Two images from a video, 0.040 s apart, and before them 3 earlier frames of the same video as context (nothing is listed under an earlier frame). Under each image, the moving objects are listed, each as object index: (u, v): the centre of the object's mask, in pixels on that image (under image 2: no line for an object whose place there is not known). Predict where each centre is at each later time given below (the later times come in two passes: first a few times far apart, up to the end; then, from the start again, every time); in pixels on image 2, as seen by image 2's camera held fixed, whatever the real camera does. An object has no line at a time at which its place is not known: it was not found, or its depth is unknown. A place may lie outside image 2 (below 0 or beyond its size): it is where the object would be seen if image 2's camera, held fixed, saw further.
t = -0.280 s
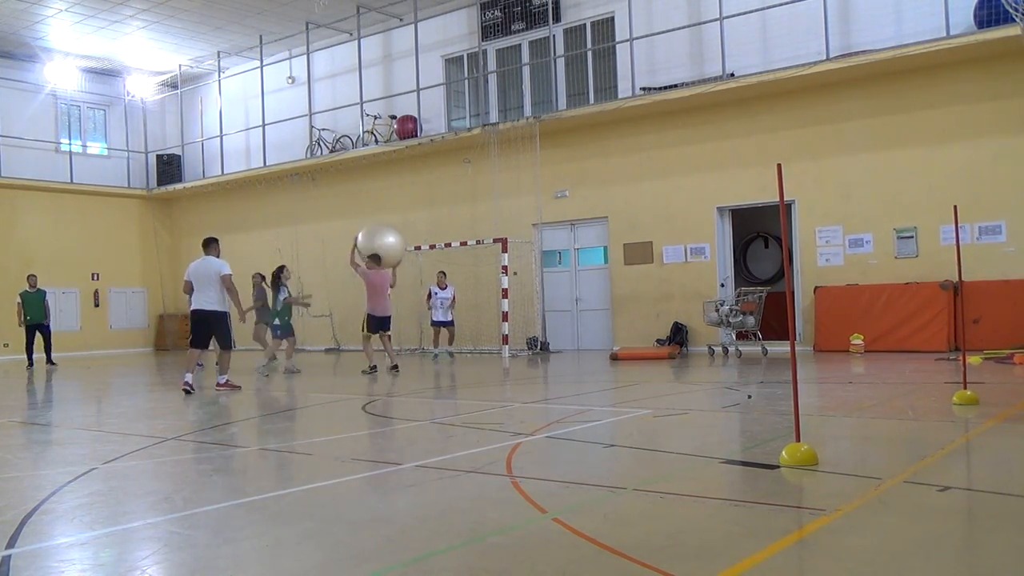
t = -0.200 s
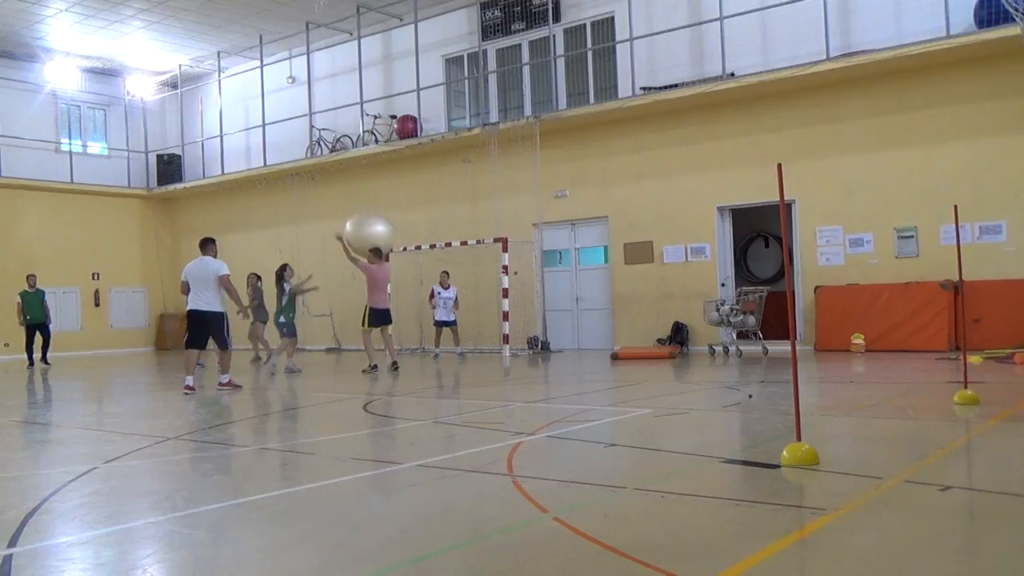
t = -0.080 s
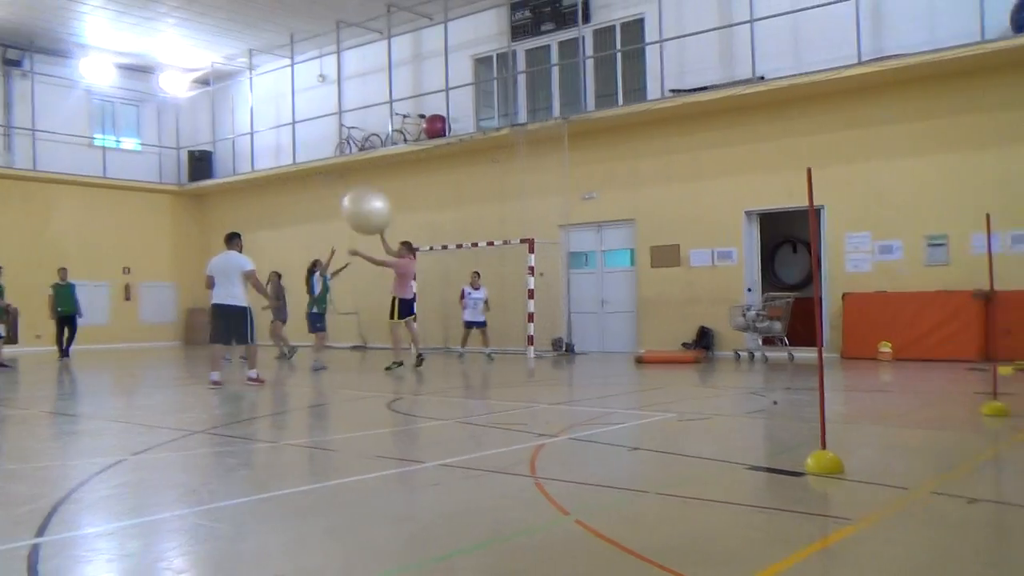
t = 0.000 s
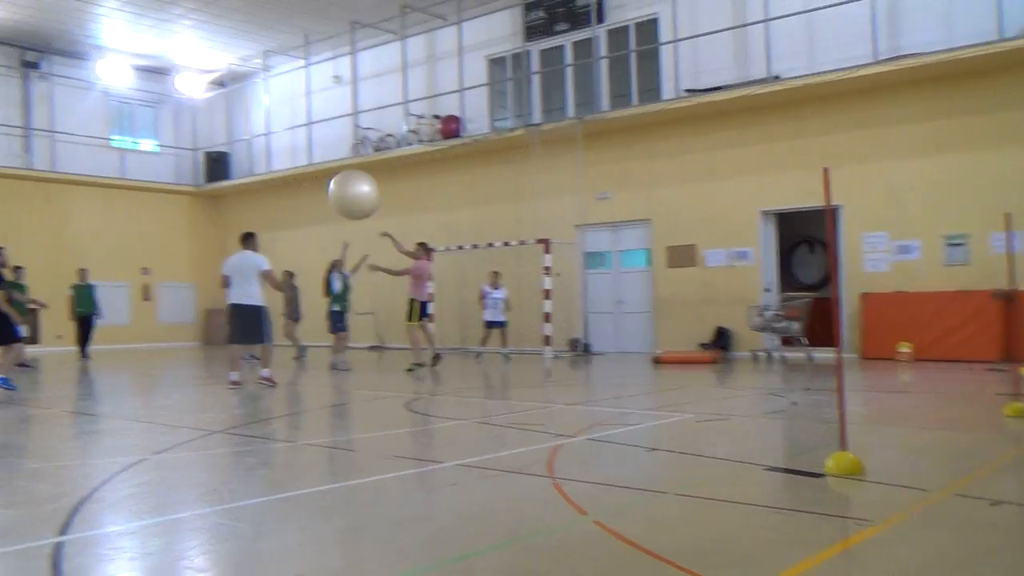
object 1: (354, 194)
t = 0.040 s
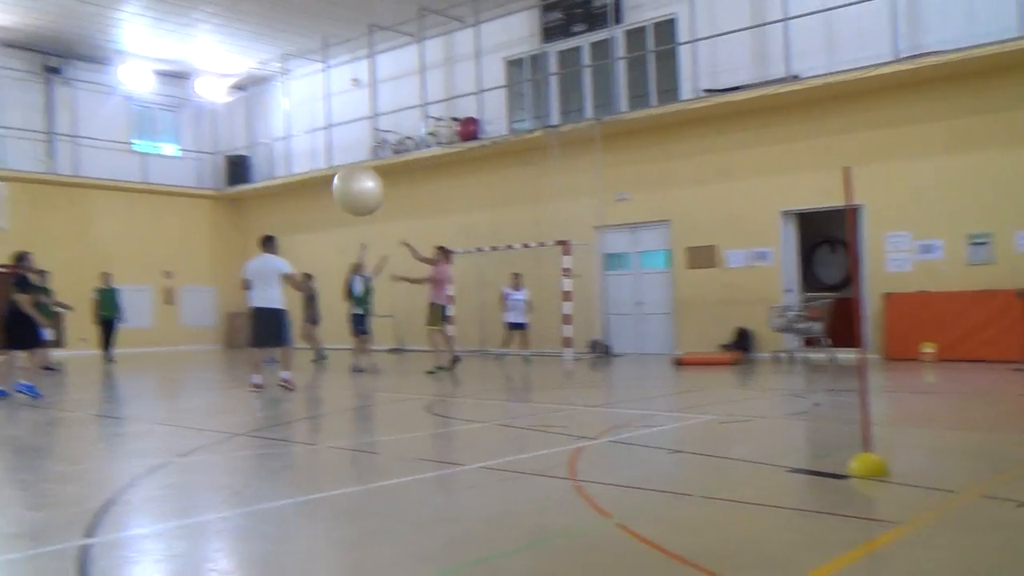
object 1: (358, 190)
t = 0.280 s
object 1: (267, 170)
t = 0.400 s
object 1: (215, 173)
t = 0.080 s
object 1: (344, 185)
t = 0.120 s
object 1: (329, 180)
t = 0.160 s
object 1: (315, 176)
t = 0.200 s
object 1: (300, 173)
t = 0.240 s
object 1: (284, 171)
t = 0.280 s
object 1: (267, 170)
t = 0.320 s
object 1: (250, 170)
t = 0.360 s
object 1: (232, 172)
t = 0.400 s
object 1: (215, 173)
